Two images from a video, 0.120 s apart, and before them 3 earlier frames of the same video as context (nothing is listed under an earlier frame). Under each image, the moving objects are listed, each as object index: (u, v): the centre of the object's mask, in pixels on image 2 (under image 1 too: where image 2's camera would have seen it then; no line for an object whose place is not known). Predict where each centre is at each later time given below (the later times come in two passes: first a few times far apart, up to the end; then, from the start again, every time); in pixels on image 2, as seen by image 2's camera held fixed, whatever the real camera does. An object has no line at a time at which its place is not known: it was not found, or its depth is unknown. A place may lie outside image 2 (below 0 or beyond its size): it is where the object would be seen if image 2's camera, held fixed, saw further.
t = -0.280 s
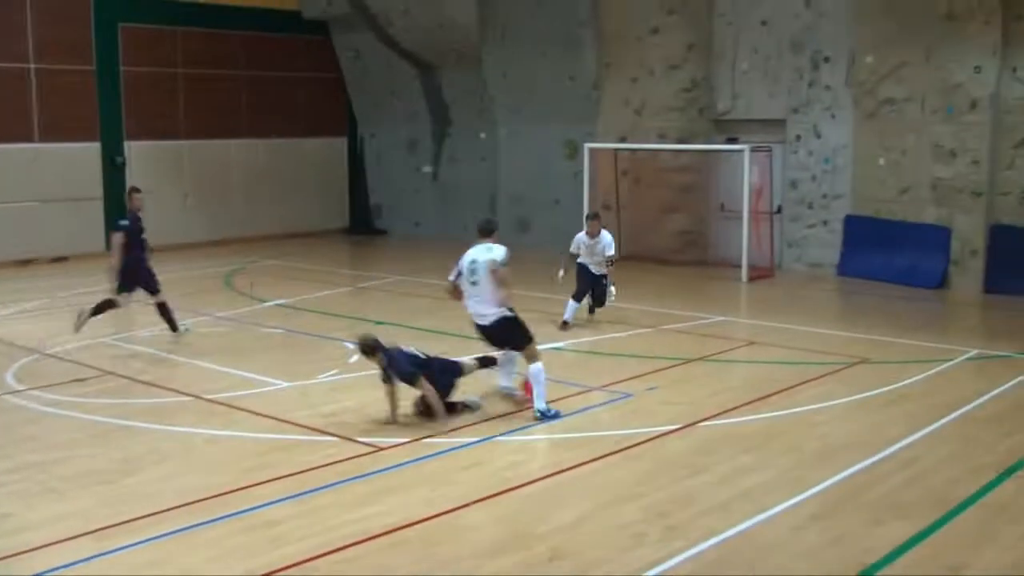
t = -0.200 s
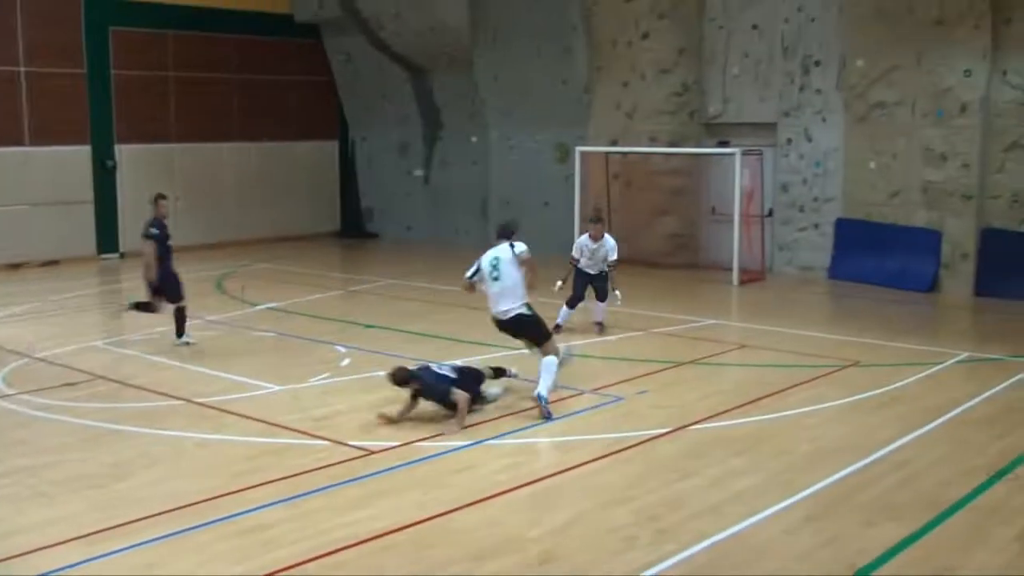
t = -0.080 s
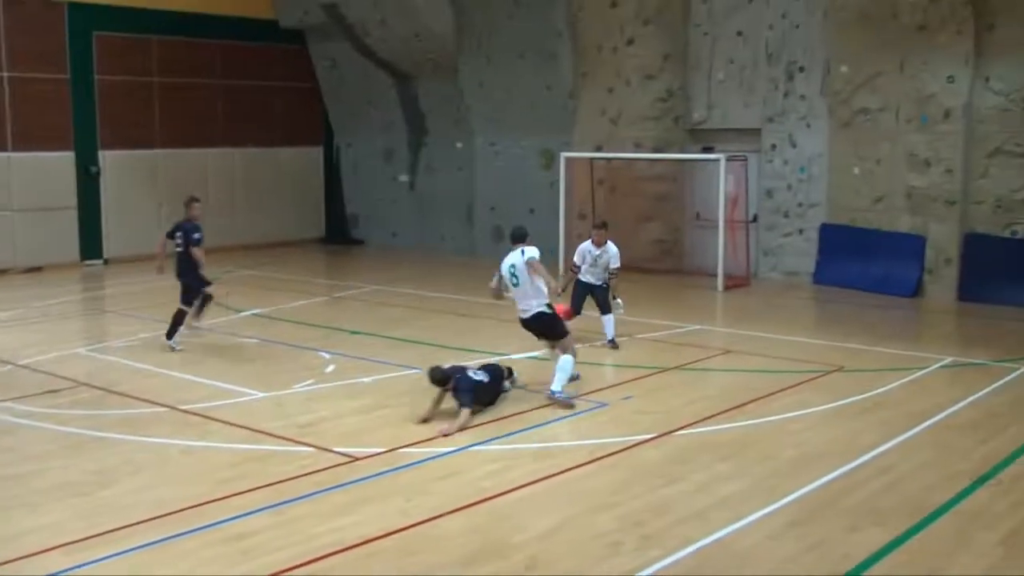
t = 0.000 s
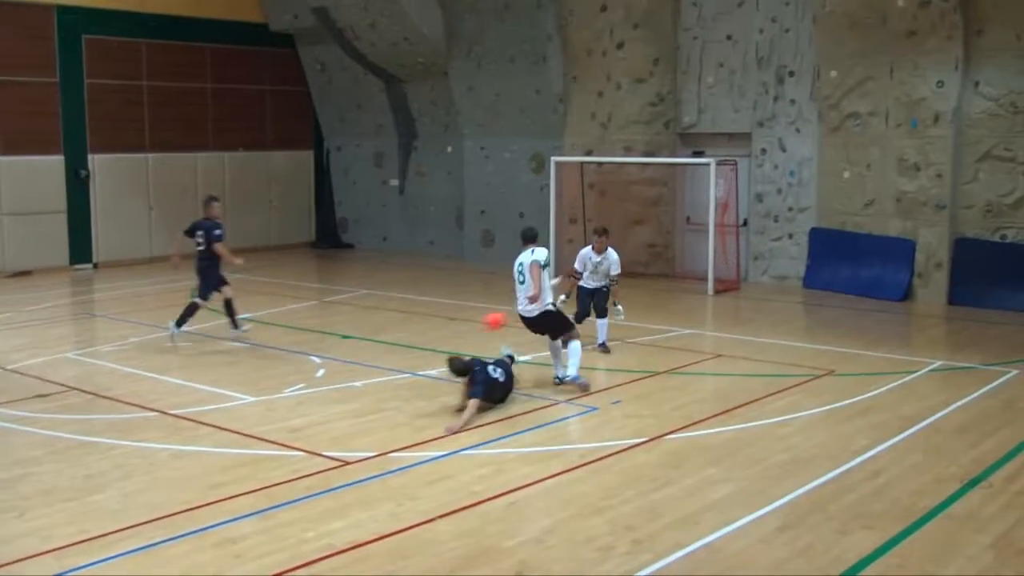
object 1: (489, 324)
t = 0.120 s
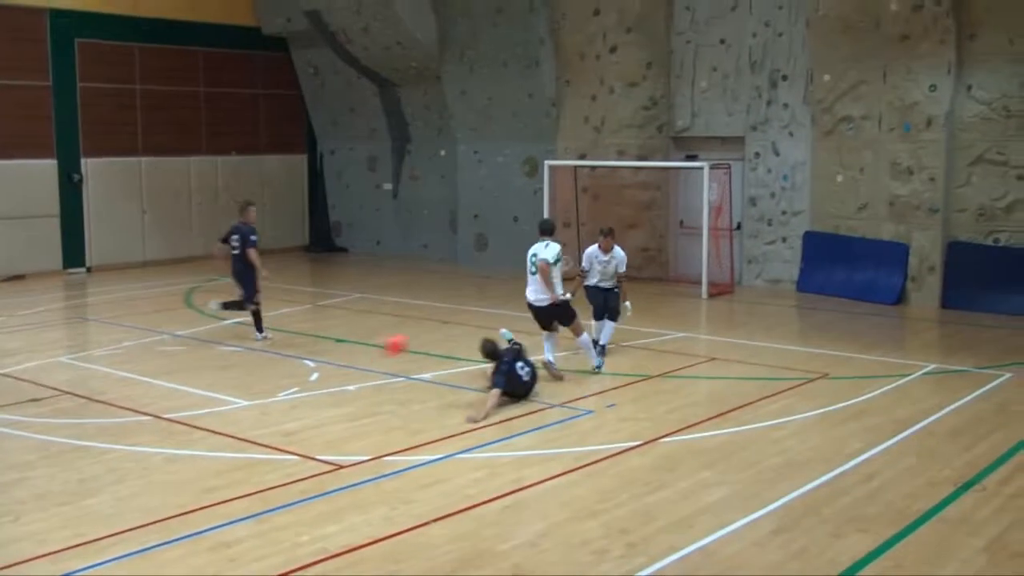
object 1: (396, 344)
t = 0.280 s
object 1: (244, 402)
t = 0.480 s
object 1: (58, 422)
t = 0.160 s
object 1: (359, 355)
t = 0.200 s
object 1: (323, 368)
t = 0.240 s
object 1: (284, 383)
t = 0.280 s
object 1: (244, 402)
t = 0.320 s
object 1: (206, 409)
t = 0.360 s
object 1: (173, 409)
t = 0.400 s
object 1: (136, 412)
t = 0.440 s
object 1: (98, 415)
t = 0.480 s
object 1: (58, 422)
